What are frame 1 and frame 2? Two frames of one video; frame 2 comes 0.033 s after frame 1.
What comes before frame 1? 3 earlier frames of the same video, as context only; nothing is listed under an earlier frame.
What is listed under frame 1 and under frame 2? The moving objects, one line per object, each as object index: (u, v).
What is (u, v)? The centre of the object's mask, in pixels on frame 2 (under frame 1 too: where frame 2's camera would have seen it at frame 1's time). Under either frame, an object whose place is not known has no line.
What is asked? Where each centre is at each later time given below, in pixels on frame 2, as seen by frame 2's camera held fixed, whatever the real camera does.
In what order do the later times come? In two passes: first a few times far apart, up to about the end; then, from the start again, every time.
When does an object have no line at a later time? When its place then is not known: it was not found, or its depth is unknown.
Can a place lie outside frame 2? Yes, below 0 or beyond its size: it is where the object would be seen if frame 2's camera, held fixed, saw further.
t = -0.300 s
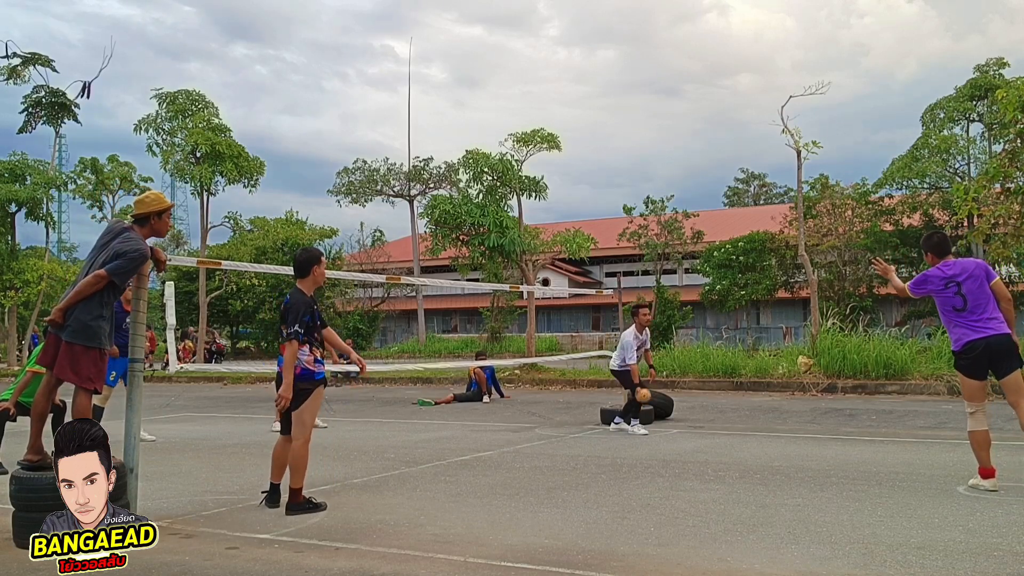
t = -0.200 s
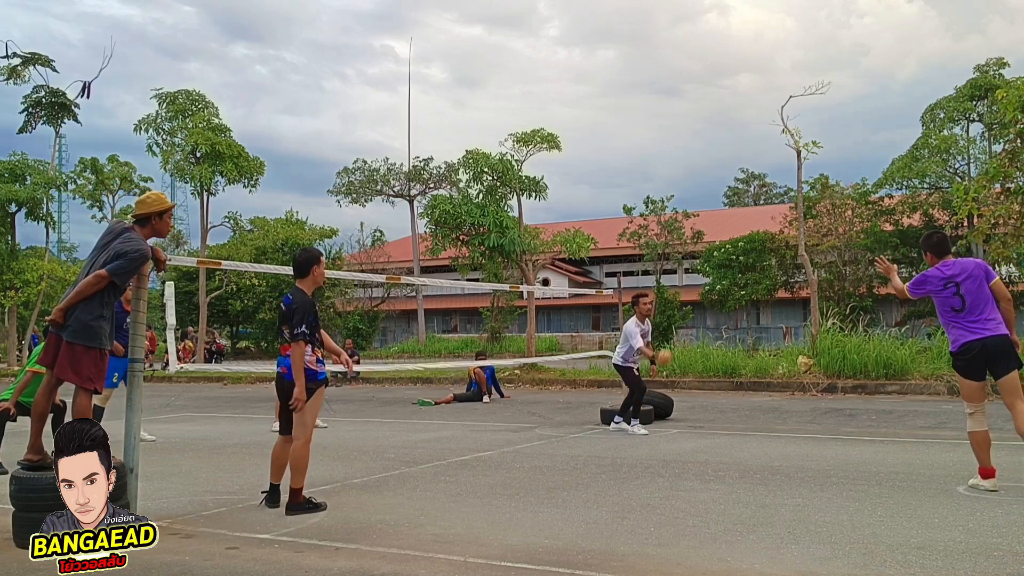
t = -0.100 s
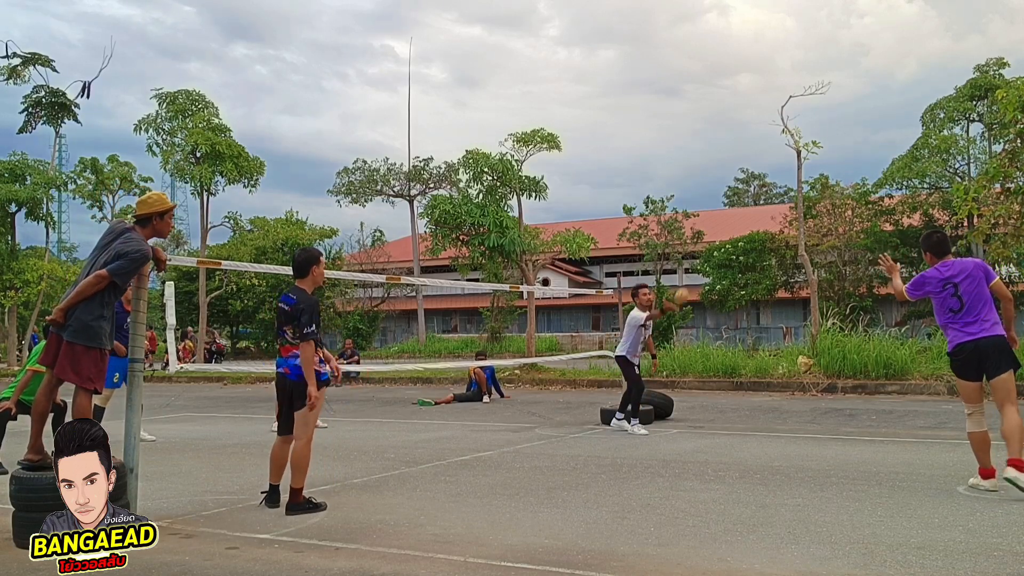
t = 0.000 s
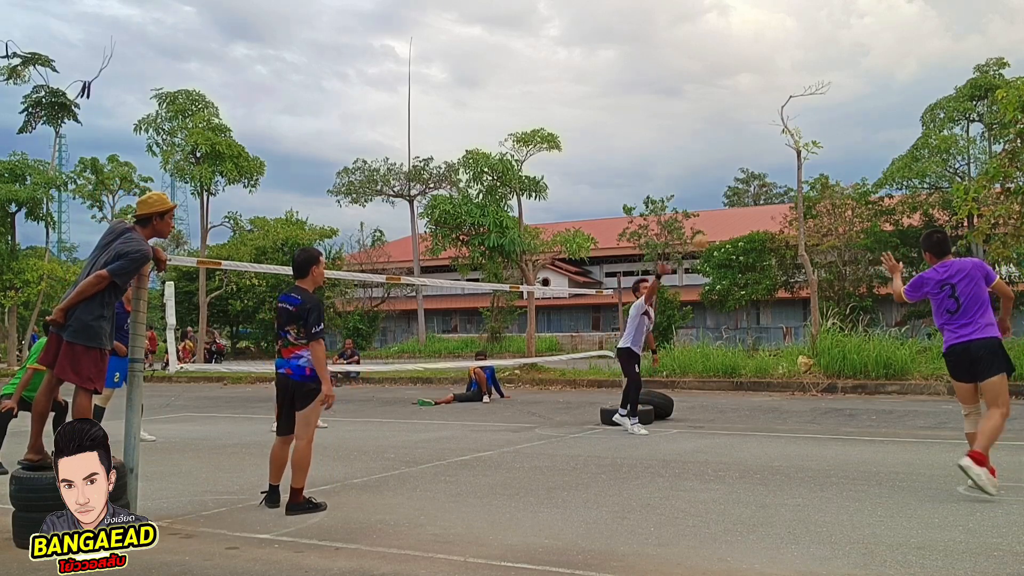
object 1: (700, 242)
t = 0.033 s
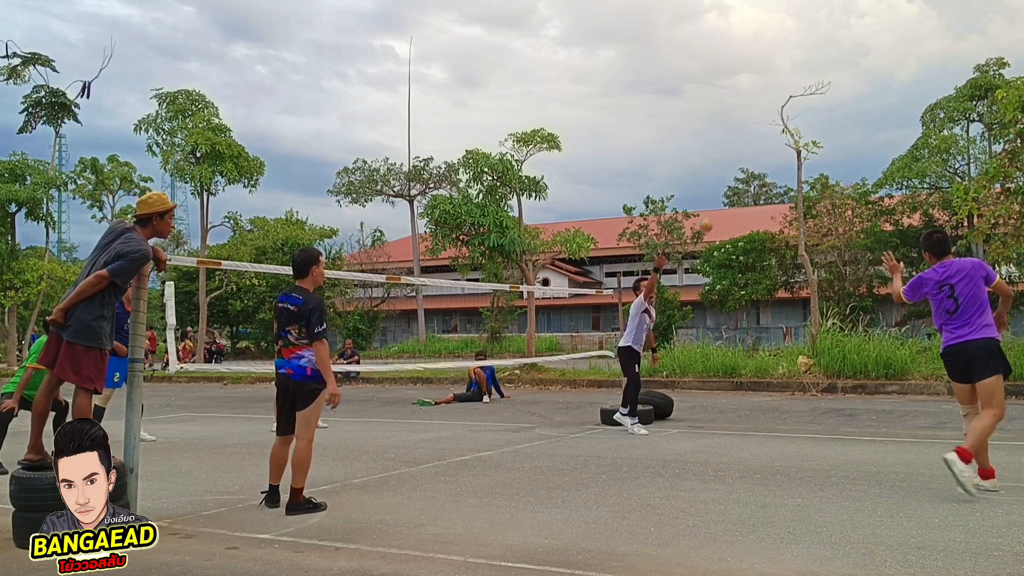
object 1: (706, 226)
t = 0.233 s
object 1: (745, 149)
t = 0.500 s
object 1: (806, 104)
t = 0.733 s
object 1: (868, 132)
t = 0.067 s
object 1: (712, 210)
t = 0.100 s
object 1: (719, 196)
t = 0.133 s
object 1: (726, 182)
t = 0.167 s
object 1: (731, 170)
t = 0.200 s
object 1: (738, 159)
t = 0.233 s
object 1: (745, 149)
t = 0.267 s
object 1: (753, 139)
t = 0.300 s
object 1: (760, 130)
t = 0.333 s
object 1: (767, 123)
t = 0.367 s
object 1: (774, 117)
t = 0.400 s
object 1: (783, 111)
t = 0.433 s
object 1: (790, 108)
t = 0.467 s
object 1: (798, 105)
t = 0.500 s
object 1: (806, 104)
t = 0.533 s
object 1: (815, 104)
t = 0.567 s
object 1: (823, 104)
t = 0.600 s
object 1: (832, 107)
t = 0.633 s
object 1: (841, 111)
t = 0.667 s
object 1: (850, 117)
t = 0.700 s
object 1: (859, 123)
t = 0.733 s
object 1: (868, 132)
